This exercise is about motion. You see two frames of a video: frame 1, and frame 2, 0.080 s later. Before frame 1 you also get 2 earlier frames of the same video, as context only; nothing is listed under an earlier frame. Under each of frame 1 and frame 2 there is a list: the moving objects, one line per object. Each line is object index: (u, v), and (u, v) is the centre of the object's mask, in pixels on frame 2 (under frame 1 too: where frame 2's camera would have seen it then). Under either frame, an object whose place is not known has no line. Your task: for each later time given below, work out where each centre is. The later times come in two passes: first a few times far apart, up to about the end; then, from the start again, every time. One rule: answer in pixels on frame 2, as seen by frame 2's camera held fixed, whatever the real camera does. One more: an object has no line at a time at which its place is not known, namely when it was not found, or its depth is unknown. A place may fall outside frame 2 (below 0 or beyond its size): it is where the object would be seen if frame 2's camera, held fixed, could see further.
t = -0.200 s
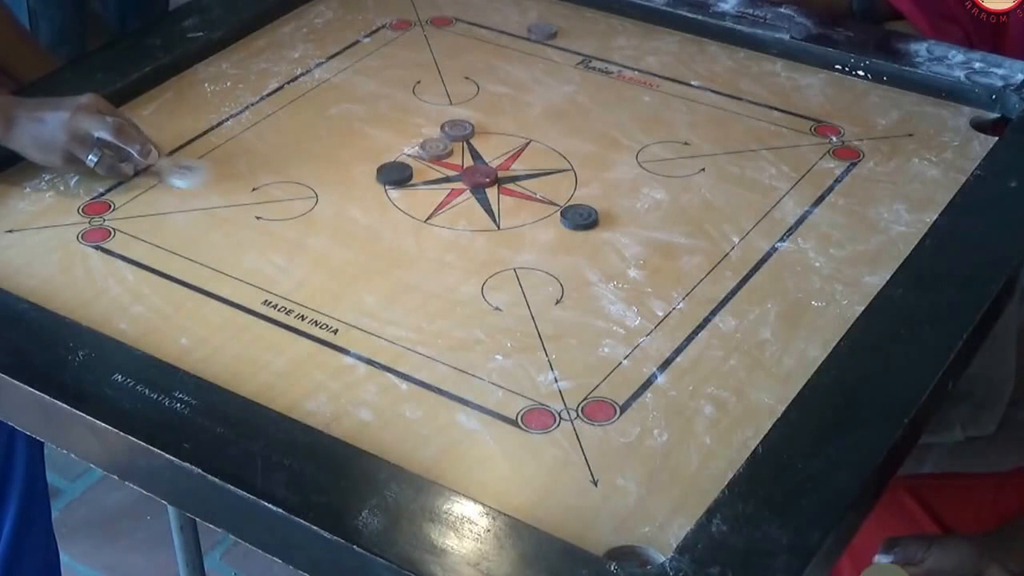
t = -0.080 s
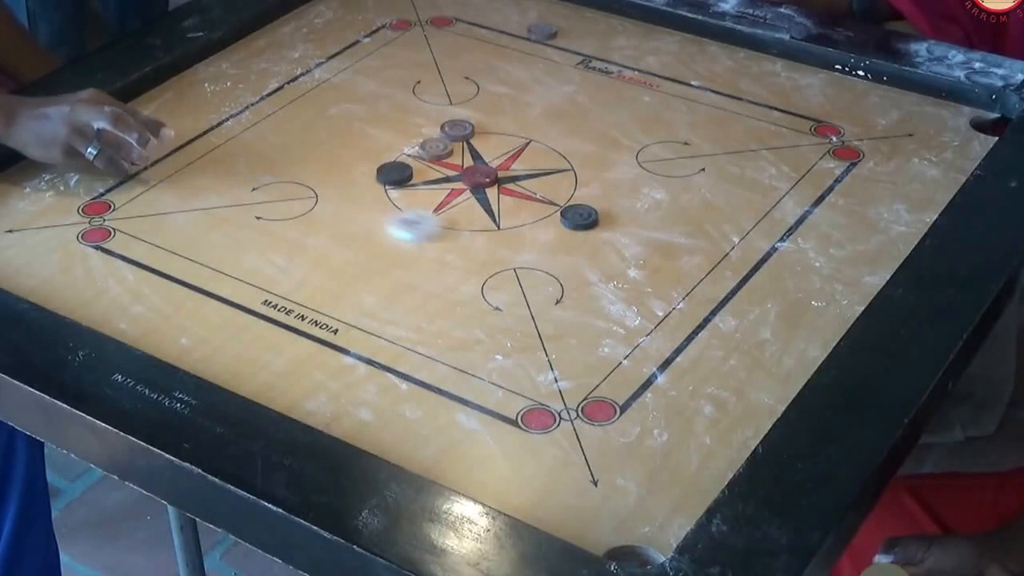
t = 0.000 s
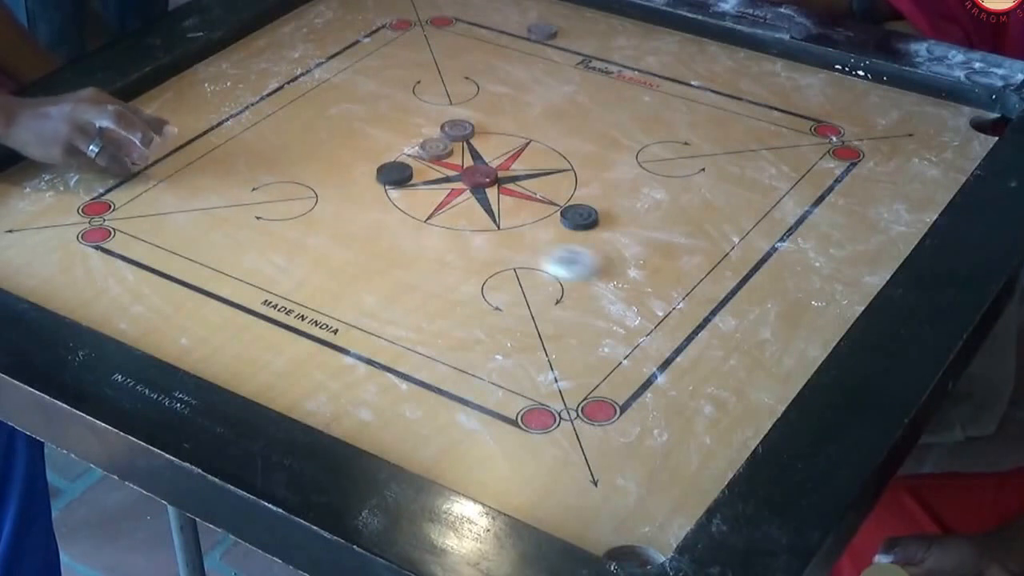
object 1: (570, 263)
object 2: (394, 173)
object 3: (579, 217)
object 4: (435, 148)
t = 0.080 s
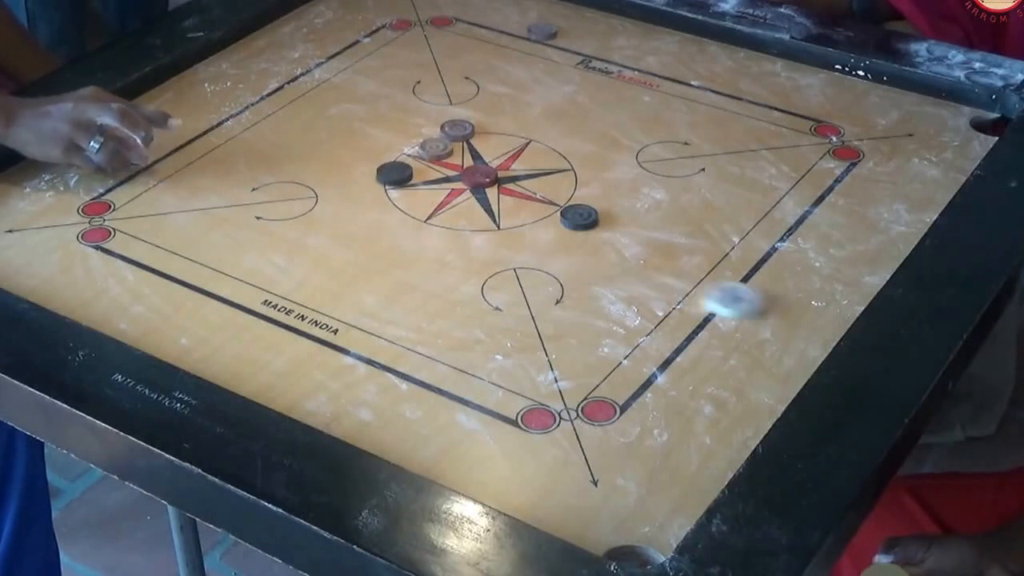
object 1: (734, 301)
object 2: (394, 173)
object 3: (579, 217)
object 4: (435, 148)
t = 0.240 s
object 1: (684, 263)
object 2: (394, 173)
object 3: (579, 217)
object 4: (435, 148)
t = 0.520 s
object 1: (529, 203)
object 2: (347, 181)
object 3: (509, 168)
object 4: (396, 107)
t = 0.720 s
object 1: (504, 195)
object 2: (307, 189)
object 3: (509, 165)
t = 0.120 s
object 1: (810, 319)
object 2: (394, 173)
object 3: (579, 217)
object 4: (435, 148)
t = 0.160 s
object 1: (787, 305)
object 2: (394, 173)
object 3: (579, 217)
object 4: (435, 148)
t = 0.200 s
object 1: (734, 283)
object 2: (394, 173)
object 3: (579, 217)
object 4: (435, 148)
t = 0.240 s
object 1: (684, 263)
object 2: (394, 173)
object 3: (579, 217)
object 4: (435, 148)
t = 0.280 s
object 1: (639, 244)
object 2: (394, 173)
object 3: (579, 217)
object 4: (435, 148)
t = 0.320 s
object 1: (604, 230)
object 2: (394, 173)
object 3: (561, 208)
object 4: (435, 148)
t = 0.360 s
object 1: (584, 222)
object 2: (394, 173)
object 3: (514, 186)
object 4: (434, 148)
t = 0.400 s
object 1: (566, 217)
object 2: (394, 173)
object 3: (511, 178)
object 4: (431, 143)
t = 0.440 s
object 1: (552, 211)
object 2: (382, 175)
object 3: (510, 173)
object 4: (418, 131)
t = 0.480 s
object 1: (540, 207)
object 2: (362, 178)
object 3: (509, 170)
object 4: (406, 118)
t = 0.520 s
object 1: (529, 203)
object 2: (347, 181)
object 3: (509, 168)
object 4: (396, 107)
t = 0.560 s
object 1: (520, 200)
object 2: (333, 183)
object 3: (509, 167)
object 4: (387, 98)
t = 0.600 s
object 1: (513, 198)
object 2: (323, 186)
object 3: (509, 166)
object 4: (378, 89)
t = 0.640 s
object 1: (509, 196)
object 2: (315, 187)
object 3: (509, 166)
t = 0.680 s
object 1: (506, 195)
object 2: (310, 188)
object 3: (509, 165)
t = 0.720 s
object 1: (504, 195)
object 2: (307, 189)
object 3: (509, 165)
